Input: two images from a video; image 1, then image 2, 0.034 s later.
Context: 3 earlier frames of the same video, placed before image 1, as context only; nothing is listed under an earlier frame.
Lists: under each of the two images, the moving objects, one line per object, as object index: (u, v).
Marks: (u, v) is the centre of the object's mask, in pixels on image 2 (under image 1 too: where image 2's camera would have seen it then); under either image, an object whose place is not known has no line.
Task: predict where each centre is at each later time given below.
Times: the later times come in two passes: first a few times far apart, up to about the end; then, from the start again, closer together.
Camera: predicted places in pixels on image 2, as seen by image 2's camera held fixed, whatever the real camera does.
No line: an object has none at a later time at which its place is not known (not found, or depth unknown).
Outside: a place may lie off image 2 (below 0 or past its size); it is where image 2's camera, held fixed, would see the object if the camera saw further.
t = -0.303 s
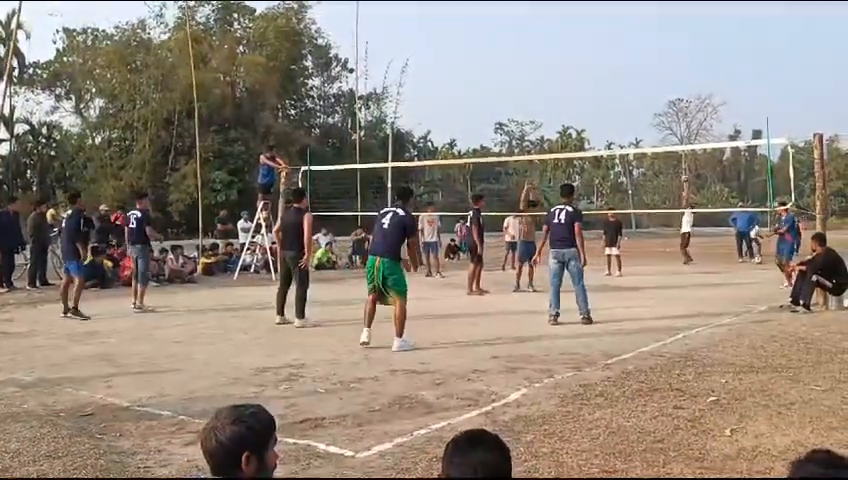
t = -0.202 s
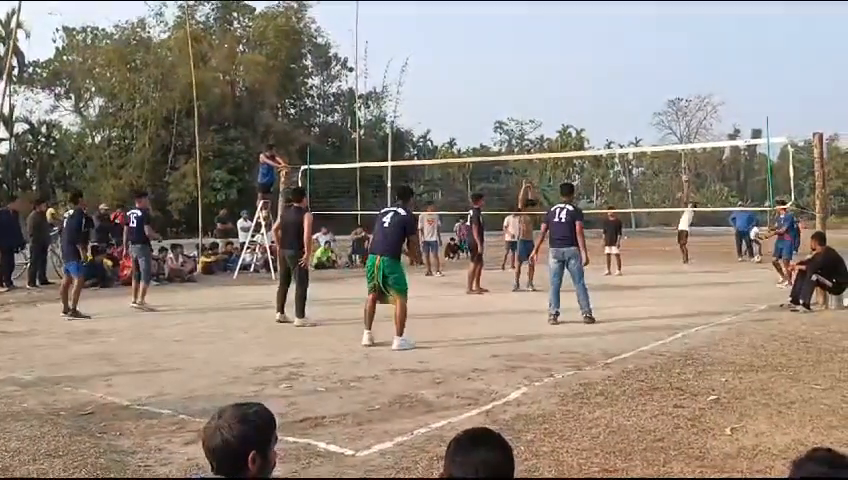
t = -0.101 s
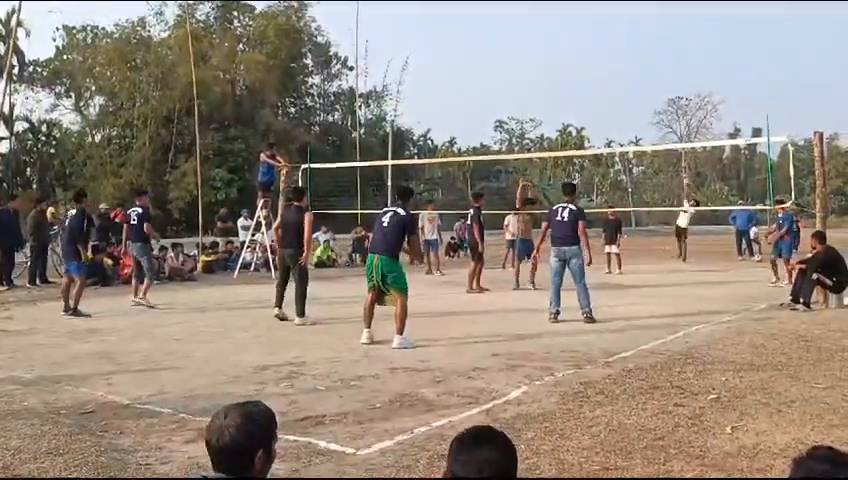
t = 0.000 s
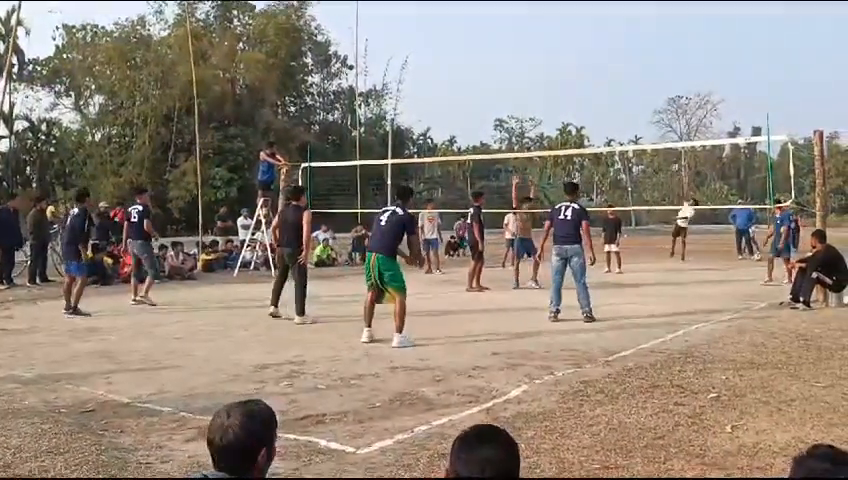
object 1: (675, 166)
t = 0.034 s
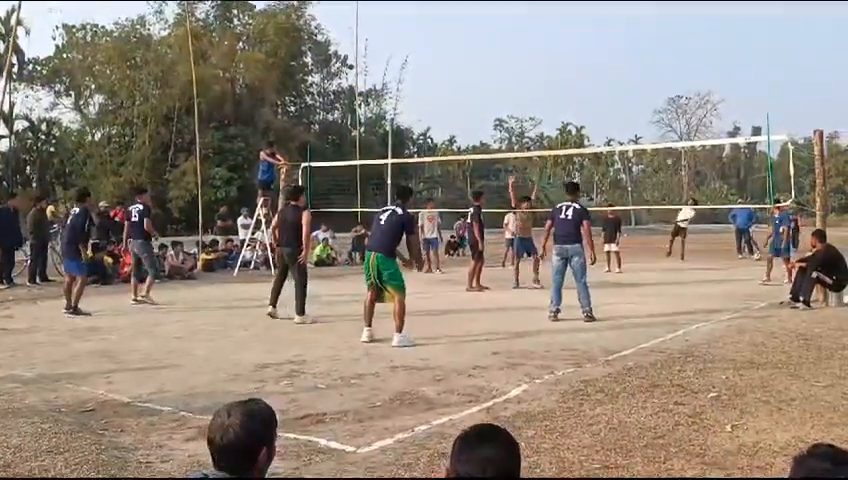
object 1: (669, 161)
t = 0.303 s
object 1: (625, 117)
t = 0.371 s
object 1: (613, 109)
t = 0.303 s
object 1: (625, 117)
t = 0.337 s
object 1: (619, 112)
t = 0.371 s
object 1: (613, 109)
